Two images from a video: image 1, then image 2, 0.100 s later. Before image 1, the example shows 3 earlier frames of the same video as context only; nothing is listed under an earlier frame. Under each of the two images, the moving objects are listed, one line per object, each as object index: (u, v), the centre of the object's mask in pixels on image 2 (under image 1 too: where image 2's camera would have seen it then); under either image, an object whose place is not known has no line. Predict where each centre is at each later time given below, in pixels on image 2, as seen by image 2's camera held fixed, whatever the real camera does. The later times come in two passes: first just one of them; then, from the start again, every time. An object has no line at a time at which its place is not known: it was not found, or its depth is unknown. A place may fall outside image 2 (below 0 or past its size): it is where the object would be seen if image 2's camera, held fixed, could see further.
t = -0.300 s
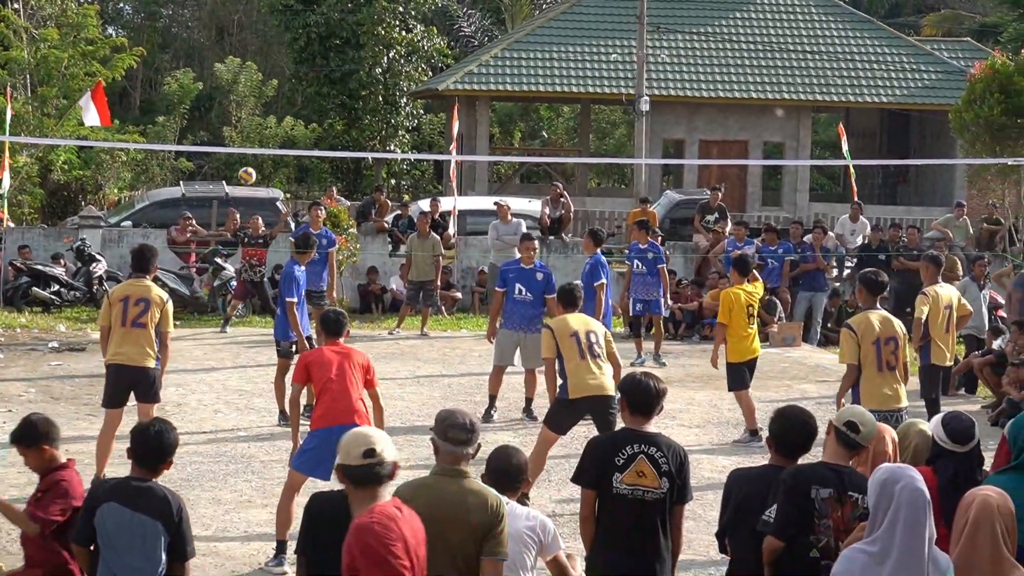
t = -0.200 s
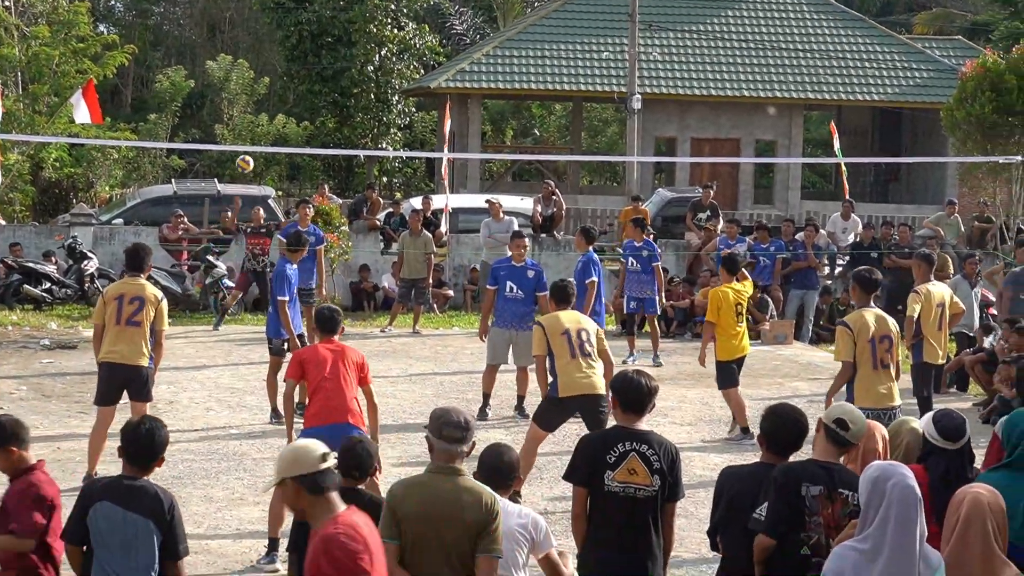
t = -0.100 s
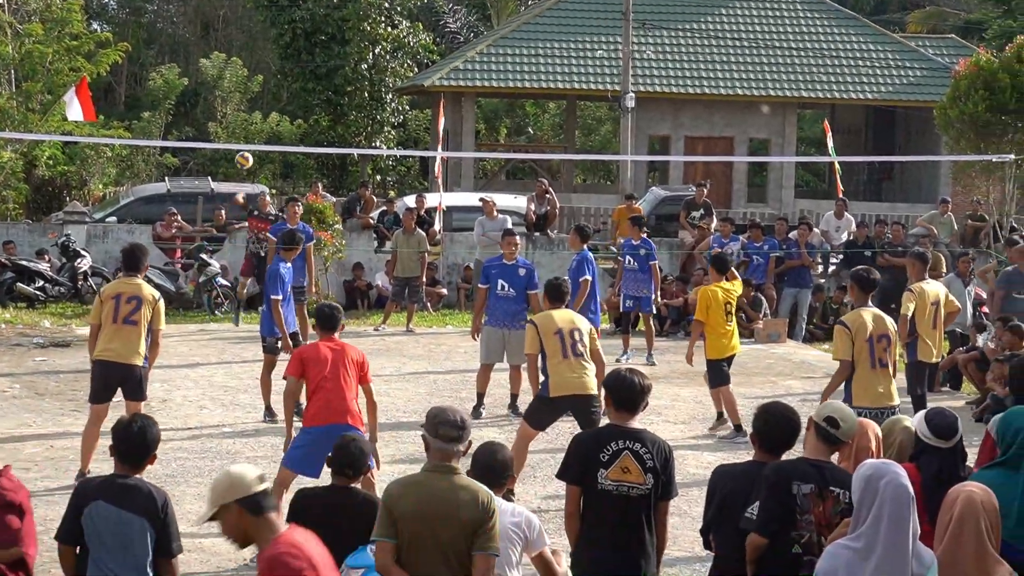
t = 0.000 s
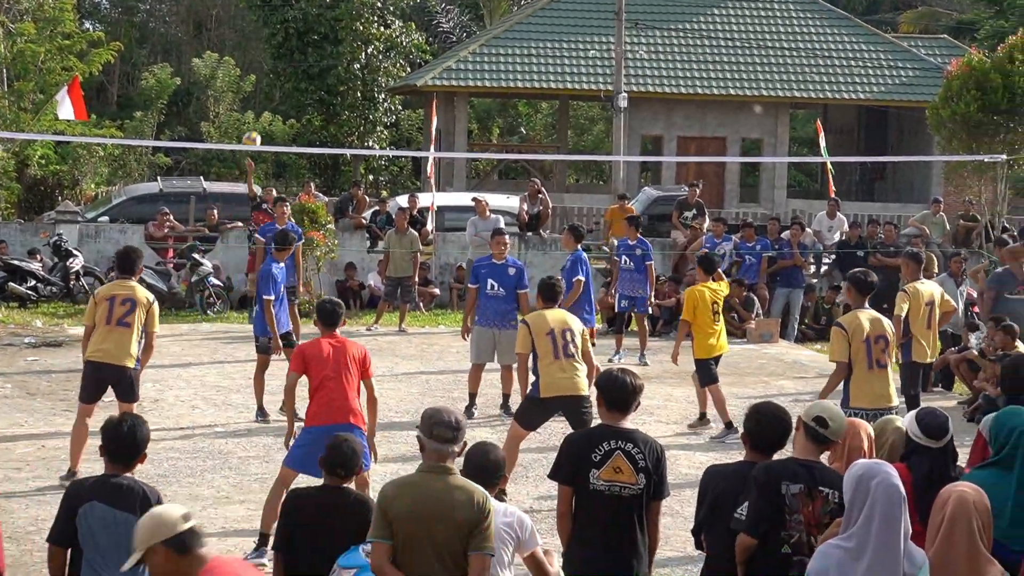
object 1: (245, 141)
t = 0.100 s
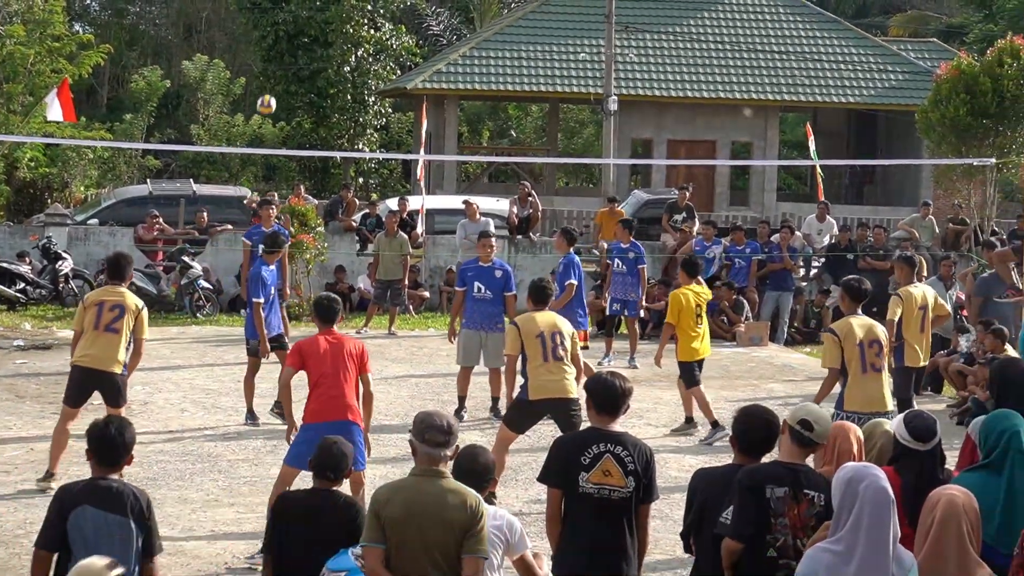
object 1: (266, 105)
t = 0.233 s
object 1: (300, 64)
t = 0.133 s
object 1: (274, 93)
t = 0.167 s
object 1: (283, 82)
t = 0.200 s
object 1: (291, 72)
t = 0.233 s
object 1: (300, 64)
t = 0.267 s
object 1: (307, 56)
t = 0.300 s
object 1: (315, 49)
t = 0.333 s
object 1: (323, 43)
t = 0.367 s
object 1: (331, 37)
